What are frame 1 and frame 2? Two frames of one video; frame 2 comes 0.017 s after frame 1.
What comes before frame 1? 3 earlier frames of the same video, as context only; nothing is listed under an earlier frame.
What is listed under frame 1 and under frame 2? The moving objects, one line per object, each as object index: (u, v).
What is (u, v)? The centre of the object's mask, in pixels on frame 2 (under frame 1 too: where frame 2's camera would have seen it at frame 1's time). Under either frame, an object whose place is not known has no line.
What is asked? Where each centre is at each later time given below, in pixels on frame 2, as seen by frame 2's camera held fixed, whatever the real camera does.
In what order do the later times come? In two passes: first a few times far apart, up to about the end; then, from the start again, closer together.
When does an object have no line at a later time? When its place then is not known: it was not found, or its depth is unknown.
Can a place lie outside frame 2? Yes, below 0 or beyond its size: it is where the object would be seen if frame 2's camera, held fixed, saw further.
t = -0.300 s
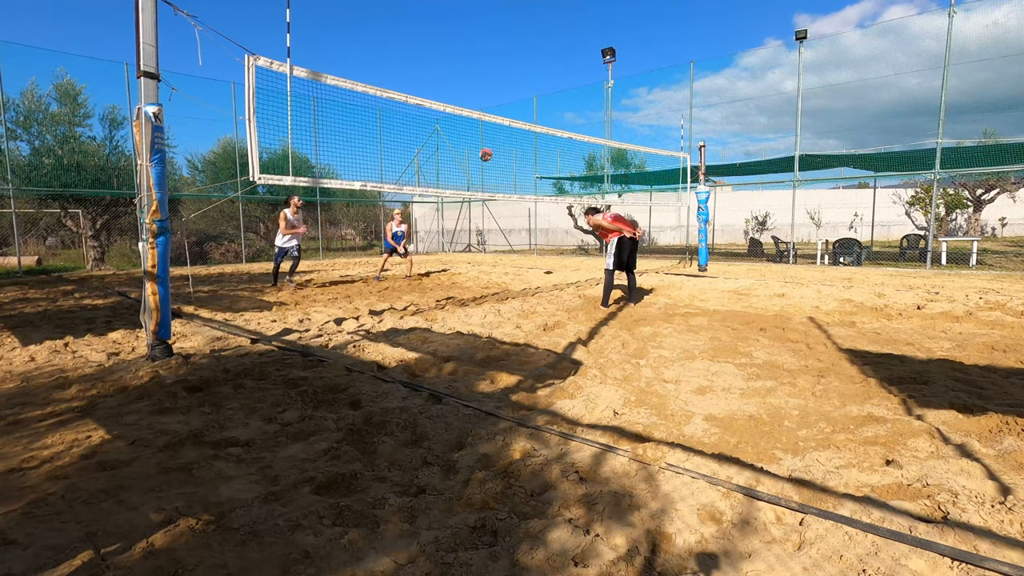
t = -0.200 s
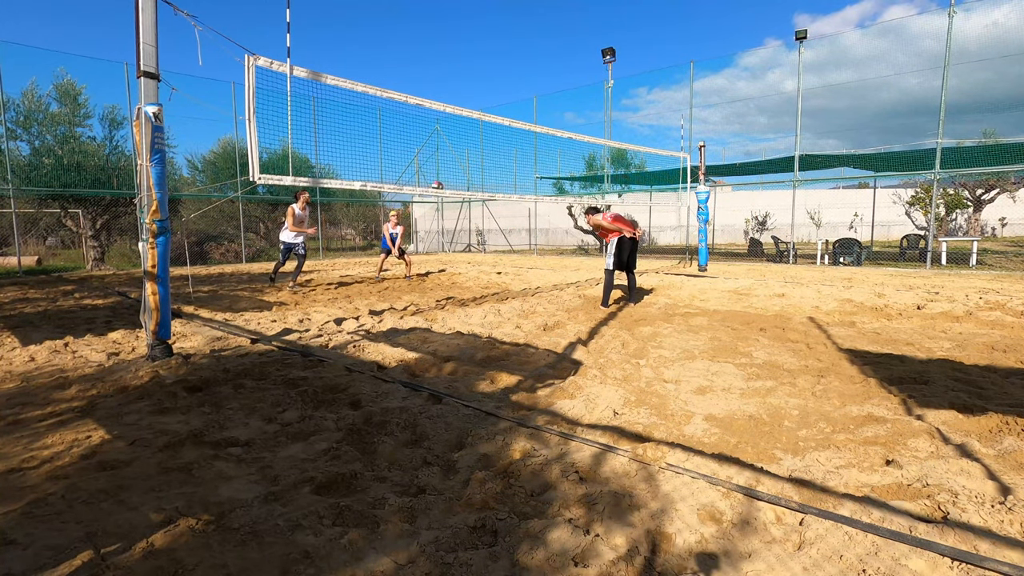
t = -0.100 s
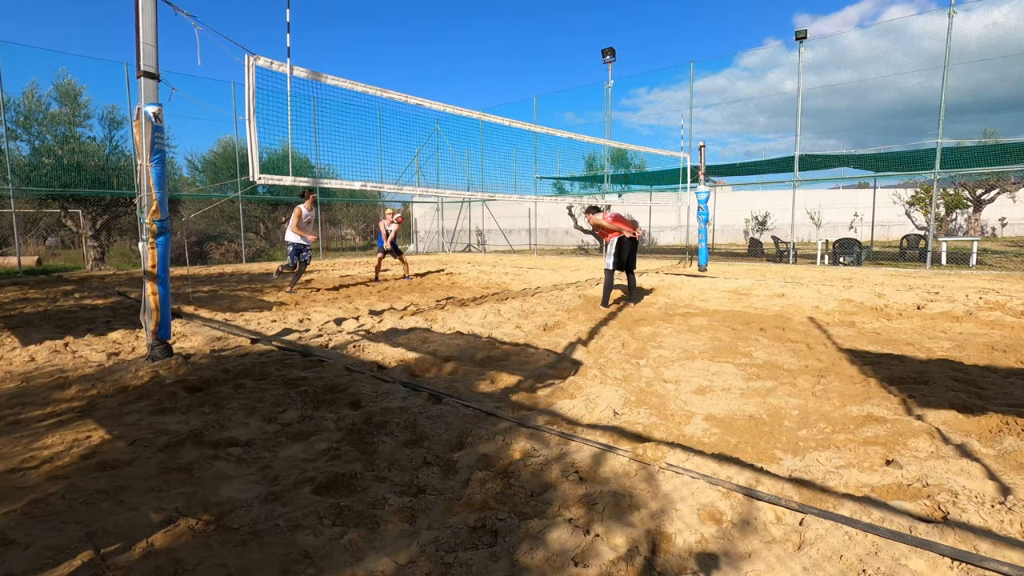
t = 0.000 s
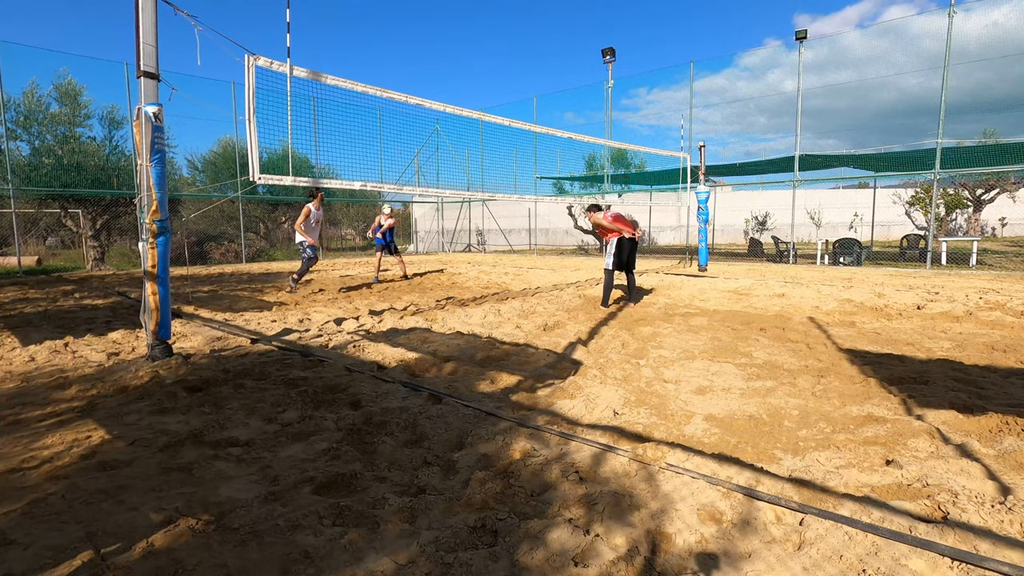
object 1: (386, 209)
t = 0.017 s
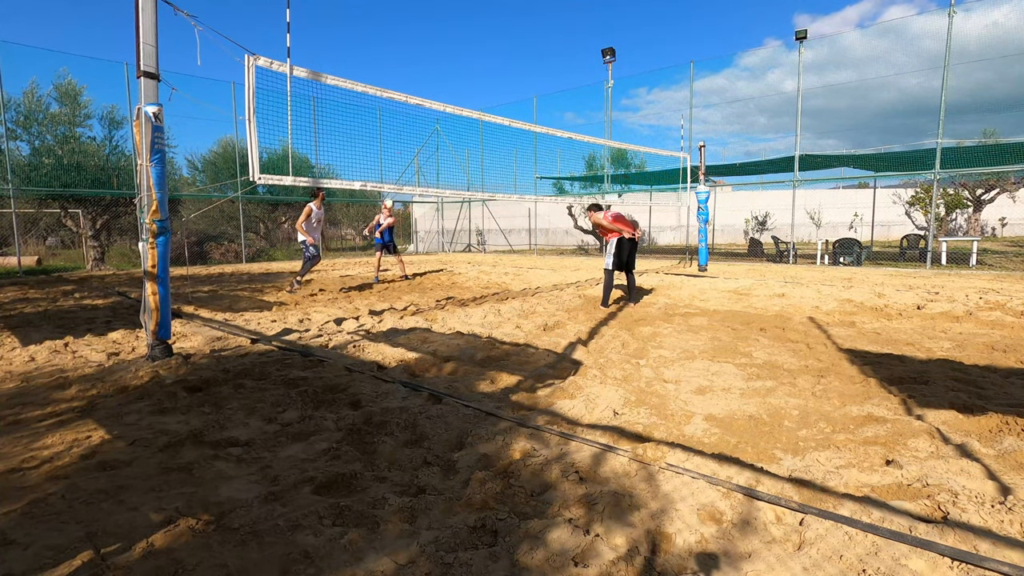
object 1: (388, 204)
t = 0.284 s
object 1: (410, 118)
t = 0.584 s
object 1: (439, 60)
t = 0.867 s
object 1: (470, 48)
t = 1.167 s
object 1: (506, 86)
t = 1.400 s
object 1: (535, 152)
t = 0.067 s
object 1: (391, 183)
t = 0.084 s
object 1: (393, 180)
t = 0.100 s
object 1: (395, 174)
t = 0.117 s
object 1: (396, 169)
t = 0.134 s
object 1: (397, 163)
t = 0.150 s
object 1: (399, 157)
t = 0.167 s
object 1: (400, 152)
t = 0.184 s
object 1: (401, 146)
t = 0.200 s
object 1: (403, 141)
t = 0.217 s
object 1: (404, 137)
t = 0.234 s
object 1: (406, 132)
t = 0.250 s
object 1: (407, 127)
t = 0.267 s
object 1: (409, 122)
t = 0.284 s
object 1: (410, 118)
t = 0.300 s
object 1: (412, 114)
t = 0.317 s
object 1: (413, 109)
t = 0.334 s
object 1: (414, 107)
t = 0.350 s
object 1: (416, 105)
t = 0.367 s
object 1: (419, 95)
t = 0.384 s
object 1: (419, 93)
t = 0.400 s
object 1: (421, 90)
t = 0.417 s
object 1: (422, 86)
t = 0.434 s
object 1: (424, 83)
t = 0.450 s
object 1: (426, 80)
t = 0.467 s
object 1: (427, 77)
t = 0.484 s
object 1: (429, 74)
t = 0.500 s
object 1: (431, 71)
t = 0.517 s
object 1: (432, 69)
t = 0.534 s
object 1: (434, 66)
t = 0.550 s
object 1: (436, 64)
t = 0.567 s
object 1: (438, 62)
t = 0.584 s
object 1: (439, 60)
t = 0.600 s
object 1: (441, 58)
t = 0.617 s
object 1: (443, 56)
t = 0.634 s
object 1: (444, 54)
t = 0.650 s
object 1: (446, 52)
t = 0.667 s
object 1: (448, 51)
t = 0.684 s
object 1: (450, 50)
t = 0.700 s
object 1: (452, 49)
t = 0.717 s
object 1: (454, 48)
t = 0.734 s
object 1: (455, 48)
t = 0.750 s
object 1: (457, 47)
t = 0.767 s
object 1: (459, 47)
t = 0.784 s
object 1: (461, 46)
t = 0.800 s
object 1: (463, 46)
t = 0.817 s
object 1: (465, 47)
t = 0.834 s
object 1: (467, 47)
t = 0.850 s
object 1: (468, 47)
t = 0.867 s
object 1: (470, 48)
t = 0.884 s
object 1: (472, 48)
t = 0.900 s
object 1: (474, 49)
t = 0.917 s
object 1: (476, 50)
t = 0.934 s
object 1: (478, 51)
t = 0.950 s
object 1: (480, 53)
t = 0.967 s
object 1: (482, 54)
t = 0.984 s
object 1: (484, 56)
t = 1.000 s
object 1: (486, 58)
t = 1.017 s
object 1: (488, 60)
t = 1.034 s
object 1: (490, 62)
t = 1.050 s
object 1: (492, 65)
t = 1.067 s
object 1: (494, 67)
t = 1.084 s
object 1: (496, 70)
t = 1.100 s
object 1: (498, 73)
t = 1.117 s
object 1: (500, 75)
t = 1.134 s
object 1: (502, 79)
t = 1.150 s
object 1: (504, 82)
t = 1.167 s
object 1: (506, 86)
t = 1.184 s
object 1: (508, 89)
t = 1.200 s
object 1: (510, 93)
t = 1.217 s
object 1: (512, 97)
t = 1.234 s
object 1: (514, 102)
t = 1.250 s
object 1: (516, 106)
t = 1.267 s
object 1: (518, 110)
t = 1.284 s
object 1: (521, 115)
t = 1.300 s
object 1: (523, 118)
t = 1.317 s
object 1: (526, 121)
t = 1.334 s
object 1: (527, 132)
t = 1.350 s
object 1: (529, 135)
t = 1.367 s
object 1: (531, 140)
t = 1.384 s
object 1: (533, 147)
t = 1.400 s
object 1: (535, 152)
